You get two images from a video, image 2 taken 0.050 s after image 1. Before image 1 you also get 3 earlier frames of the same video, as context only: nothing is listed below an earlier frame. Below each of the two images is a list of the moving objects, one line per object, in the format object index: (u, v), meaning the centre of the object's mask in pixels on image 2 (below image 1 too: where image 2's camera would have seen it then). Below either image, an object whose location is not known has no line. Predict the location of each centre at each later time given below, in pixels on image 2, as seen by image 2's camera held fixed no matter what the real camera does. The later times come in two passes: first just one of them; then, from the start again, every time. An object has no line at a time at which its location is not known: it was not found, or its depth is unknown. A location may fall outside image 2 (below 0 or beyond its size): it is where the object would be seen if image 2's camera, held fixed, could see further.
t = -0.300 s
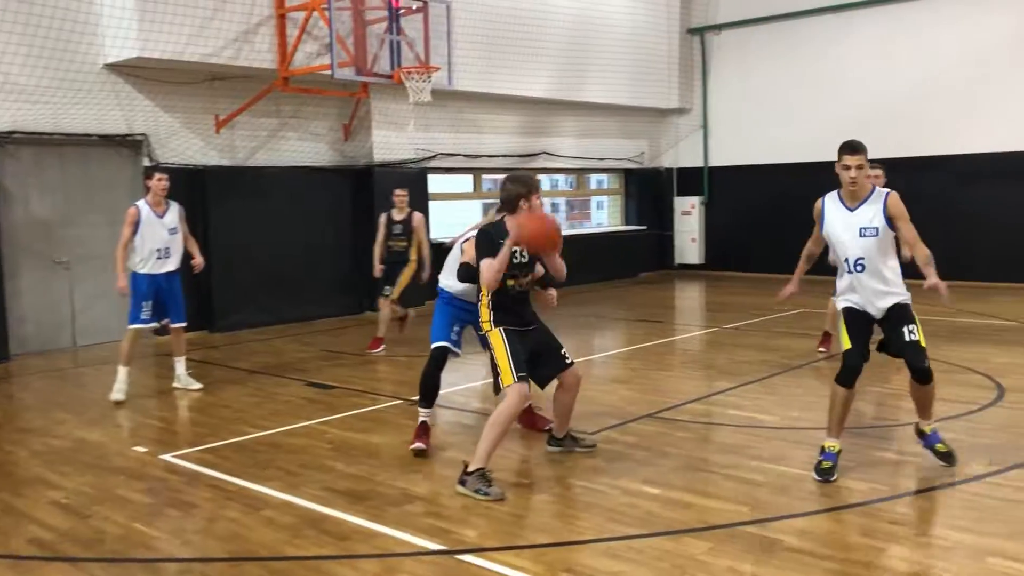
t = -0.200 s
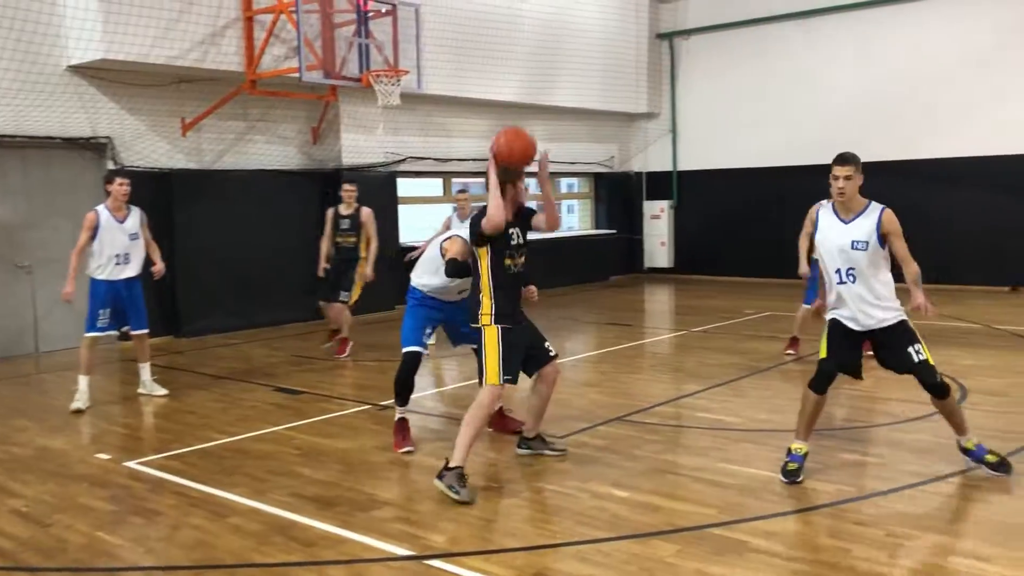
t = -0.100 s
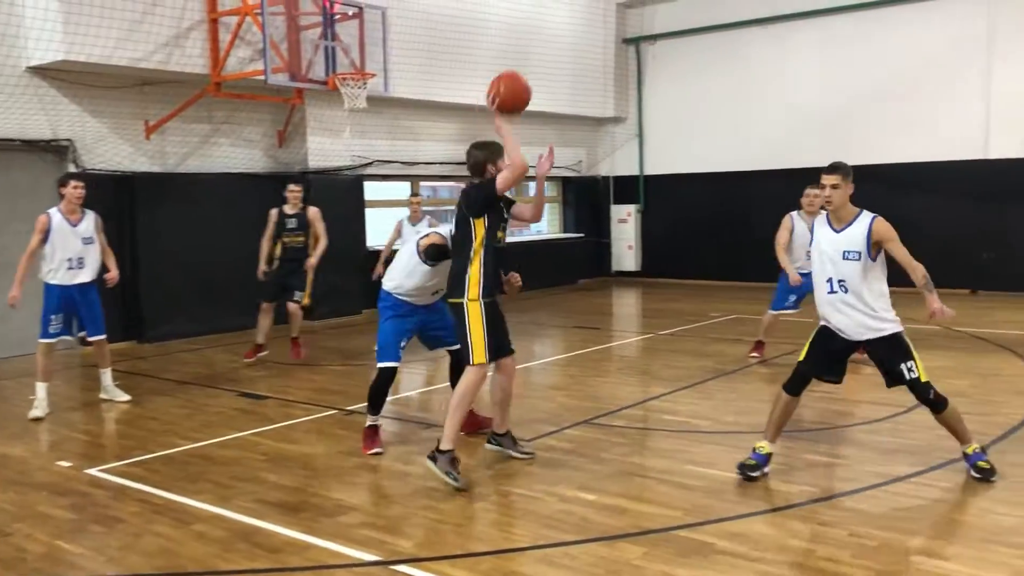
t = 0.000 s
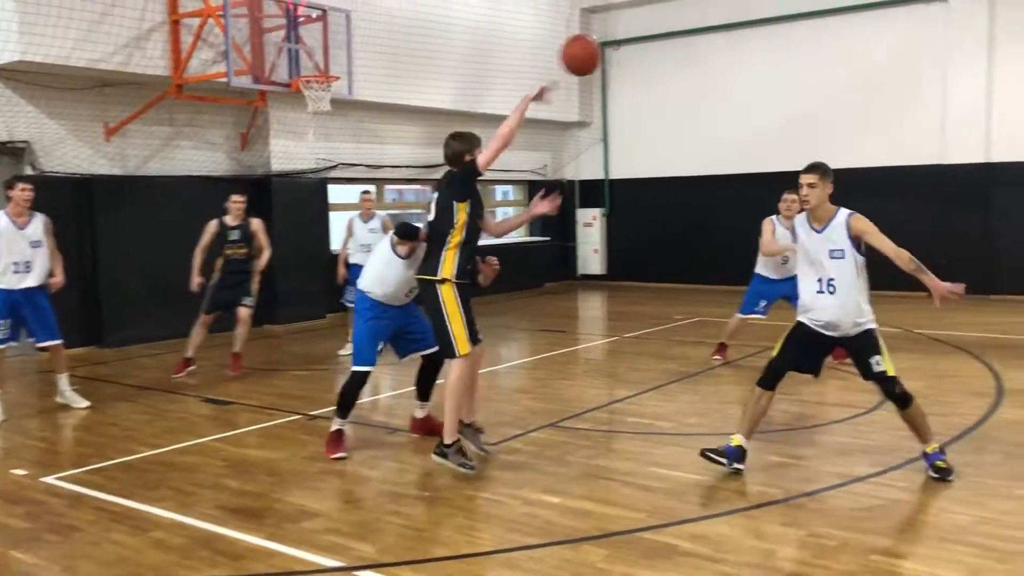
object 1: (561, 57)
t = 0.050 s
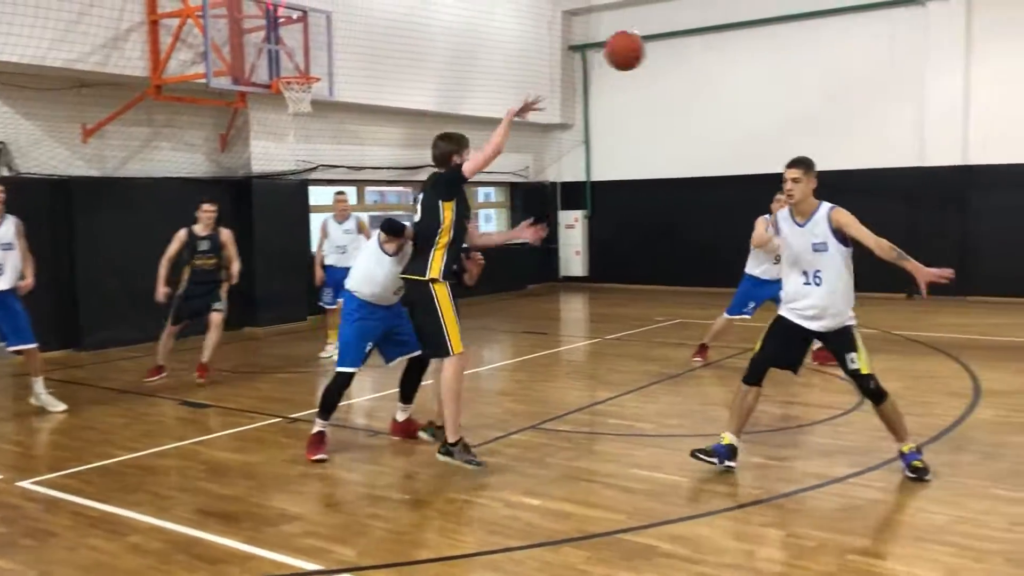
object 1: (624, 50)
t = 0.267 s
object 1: (850, 67)
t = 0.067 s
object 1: (643, 49)
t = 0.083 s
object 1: (663, 49)
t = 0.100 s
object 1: (682, 48)
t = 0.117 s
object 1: (700, 48)
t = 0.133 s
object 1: (719, 49)
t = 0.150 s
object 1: (737, 50)
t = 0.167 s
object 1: (754, 51)
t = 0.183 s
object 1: (772, 53)
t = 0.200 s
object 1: (788, 55)
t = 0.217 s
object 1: (805, 57)
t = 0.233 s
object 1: (820, 61)
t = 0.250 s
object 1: (836, 64)
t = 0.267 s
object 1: (850, 67)
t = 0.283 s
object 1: (865, 72)
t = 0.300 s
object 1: (880, 76)
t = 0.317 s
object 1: (893, 80)
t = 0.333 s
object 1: (907, 85)
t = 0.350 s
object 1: (920, 90)
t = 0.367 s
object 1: (932, 95)
